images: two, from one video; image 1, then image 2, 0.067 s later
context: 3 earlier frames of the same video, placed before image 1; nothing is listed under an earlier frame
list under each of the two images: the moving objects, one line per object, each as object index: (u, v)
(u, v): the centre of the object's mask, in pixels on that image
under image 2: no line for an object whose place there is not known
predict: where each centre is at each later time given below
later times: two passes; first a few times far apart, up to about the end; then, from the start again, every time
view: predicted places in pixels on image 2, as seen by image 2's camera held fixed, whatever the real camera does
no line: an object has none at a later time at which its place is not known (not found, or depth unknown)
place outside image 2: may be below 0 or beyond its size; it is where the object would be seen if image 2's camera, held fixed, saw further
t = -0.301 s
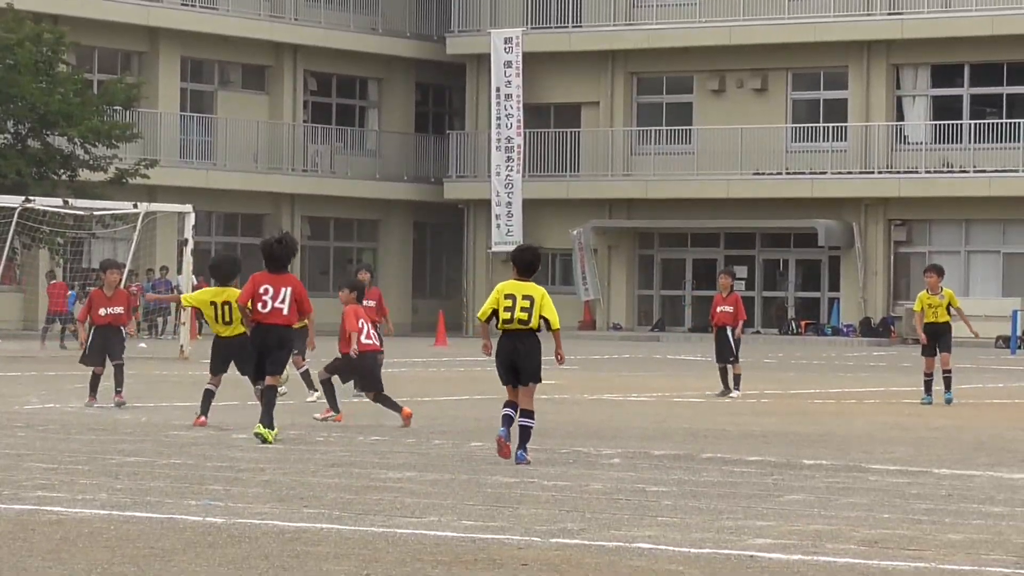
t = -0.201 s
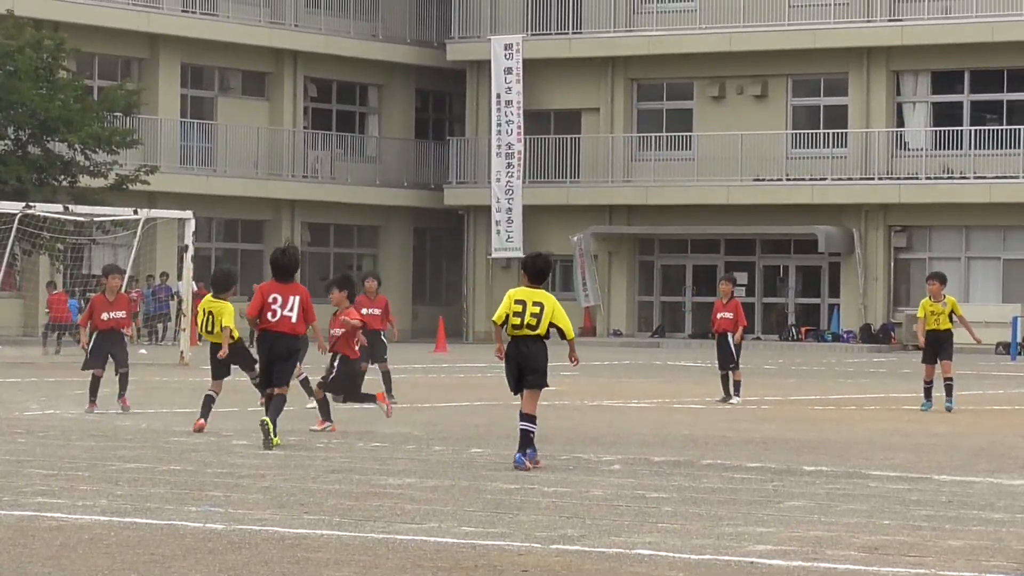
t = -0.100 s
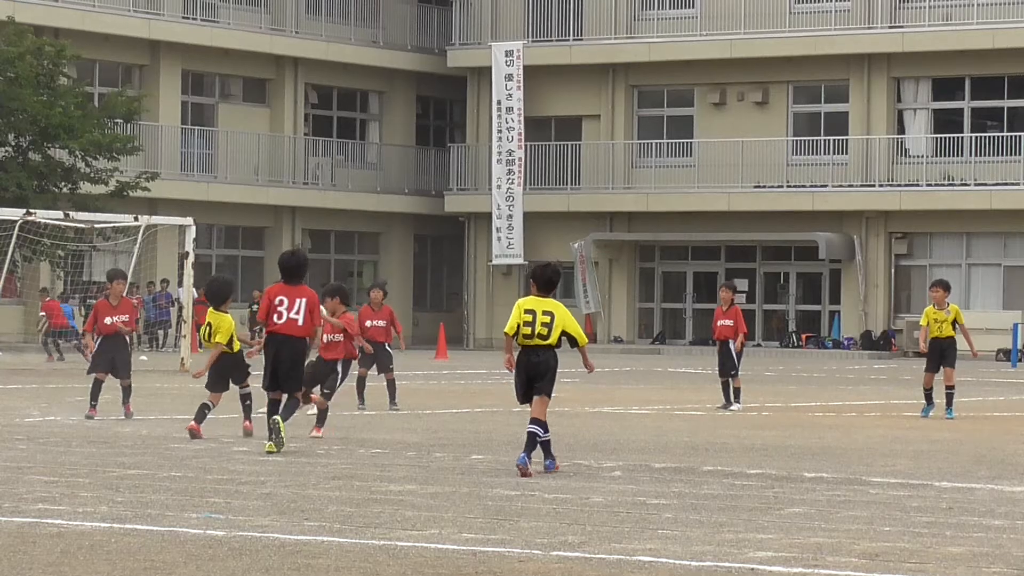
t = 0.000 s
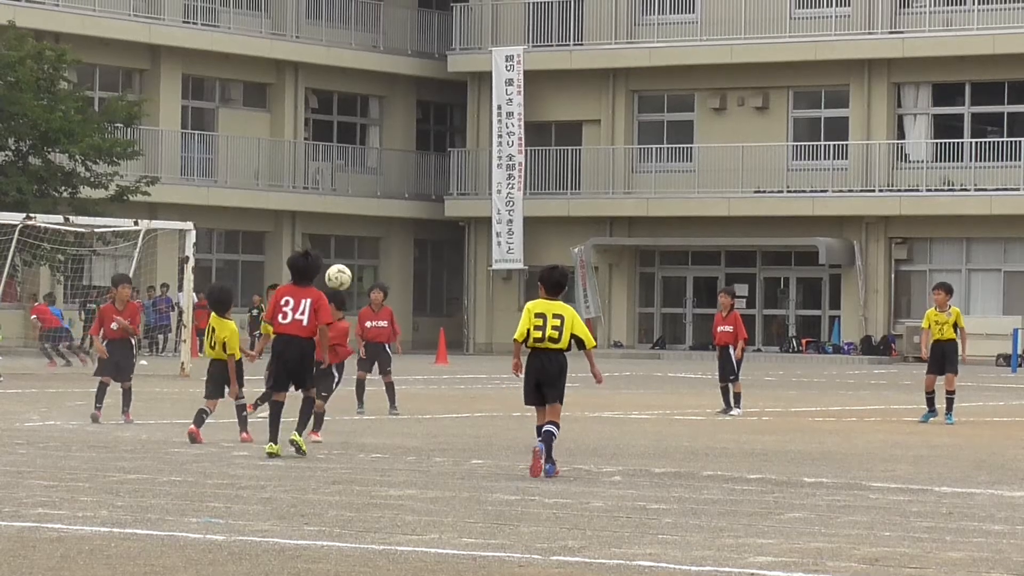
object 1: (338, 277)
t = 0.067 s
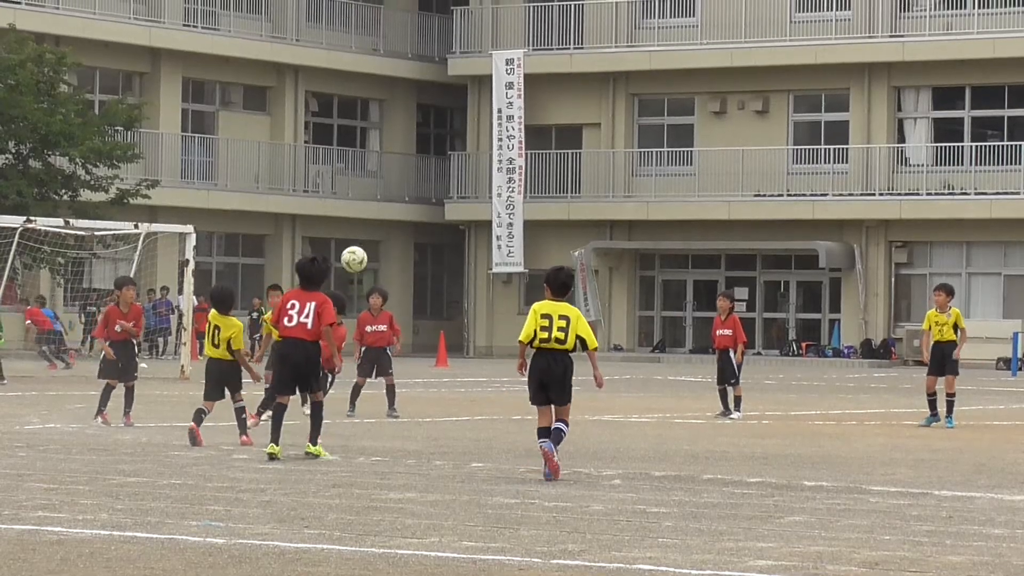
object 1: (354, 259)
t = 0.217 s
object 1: (386, 231)
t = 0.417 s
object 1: (422, 234)
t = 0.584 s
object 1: (448, 268)
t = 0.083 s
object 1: (358, 255)
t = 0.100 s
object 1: (361, 250)
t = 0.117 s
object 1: (365, 246)
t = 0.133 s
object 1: (369, 243)
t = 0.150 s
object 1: (372, 240)
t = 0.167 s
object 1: (376, 237)
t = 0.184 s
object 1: (379, 234)
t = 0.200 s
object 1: (383, 232)
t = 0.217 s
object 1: (386, 231)
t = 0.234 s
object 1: (389, 229)
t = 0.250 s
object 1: (393, 228)
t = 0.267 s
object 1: (396, 227)
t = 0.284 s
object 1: (399, 227)
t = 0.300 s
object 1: (402, 227)
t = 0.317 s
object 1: (405, 227)
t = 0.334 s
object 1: (408, 228)
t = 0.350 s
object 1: (411, 228)
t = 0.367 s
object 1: (414, 229)
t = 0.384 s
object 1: (417, 231)
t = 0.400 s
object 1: (419, 232)
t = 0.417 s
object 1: (422, 234)
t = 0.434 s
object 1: (425, 236)
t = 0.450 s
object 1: (428, 239)
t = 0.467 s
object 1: (430, 241)
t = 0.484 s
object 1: (433, 244)
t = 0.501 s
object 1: (436, 248)
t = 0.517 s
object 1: (438, 251)
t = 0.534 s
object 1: (441, 255)
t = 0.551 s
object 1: (443, 259)
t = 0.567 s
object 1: (446, 264)
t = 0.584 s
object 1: (448, 268)
